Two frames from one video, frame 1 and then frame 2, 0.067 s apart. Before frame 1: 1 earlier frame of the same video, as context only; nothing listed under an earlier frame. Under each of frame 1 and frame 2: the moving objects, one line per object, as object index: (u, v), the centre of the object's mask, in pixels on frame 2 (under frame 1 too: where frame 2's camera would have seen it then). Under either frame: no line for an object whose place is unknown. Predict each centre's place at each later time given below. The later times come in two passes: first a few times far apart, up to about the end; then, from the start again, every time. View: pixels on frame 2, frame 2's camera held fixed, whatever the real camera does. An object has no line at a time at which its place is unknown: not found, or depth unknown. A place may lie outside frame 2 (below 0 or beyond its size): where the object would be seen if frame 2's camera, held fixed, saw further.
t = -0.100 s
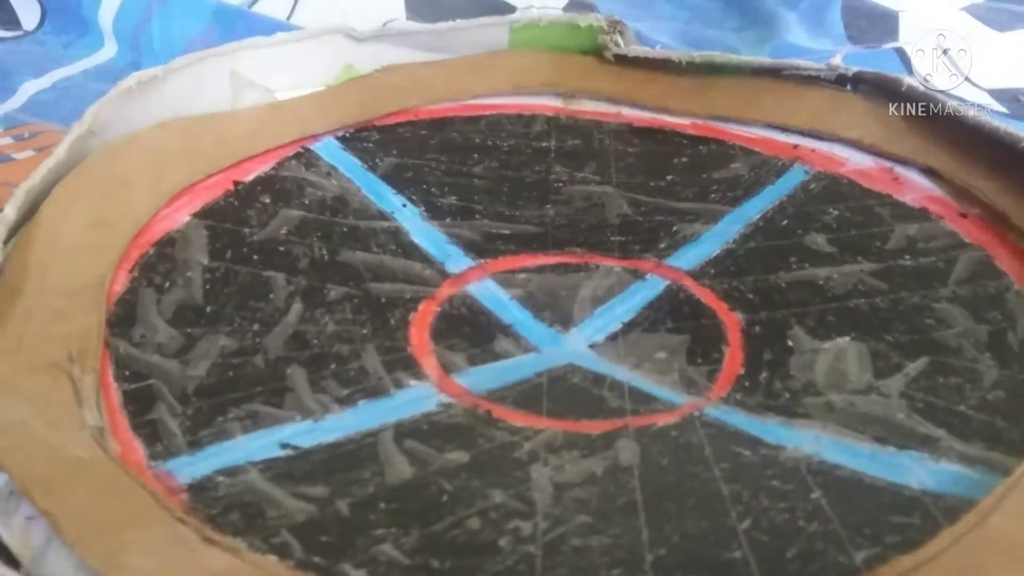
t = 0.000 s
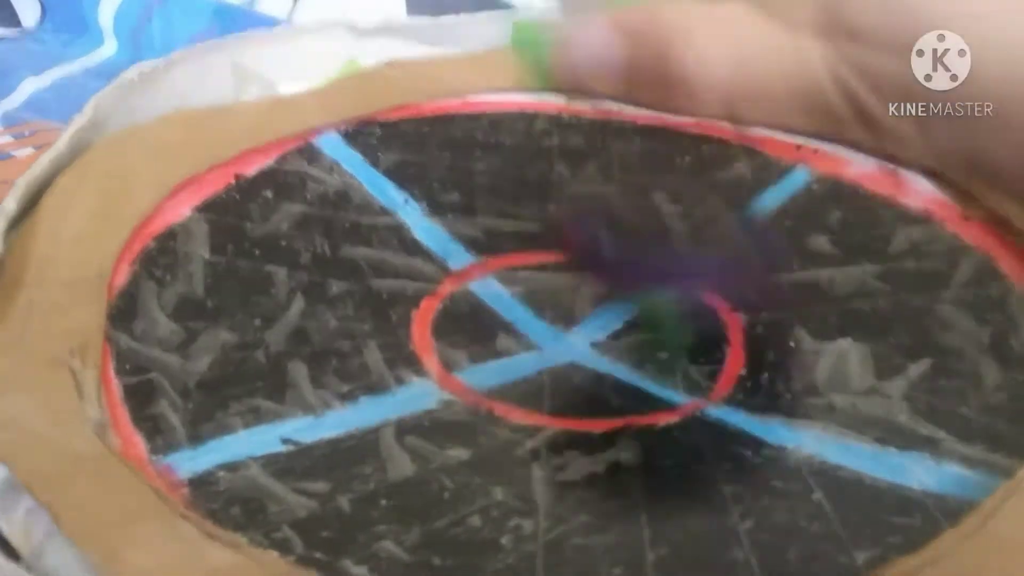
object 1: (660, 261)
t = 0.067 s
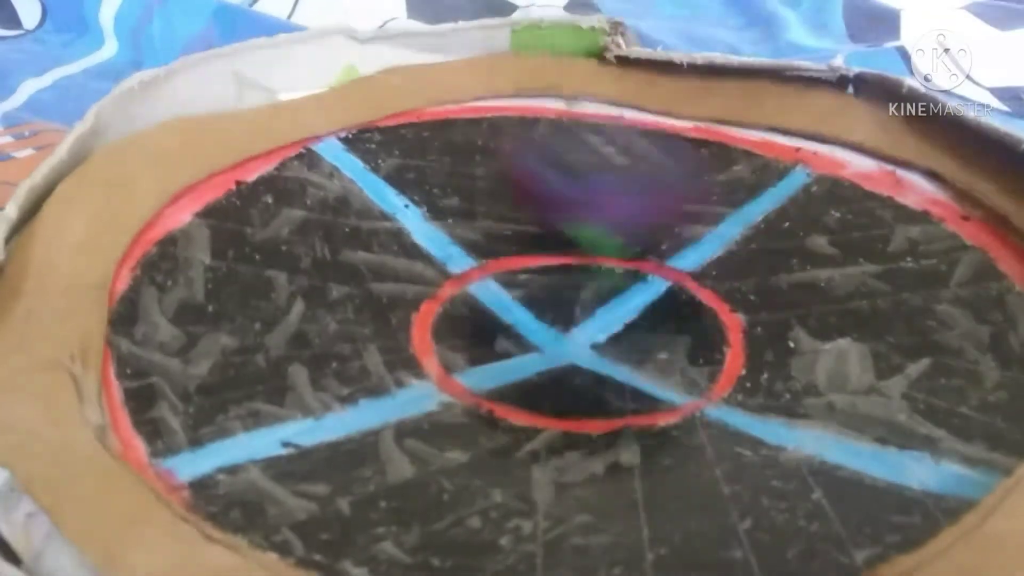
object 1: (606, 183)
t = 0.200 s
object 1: (417, 112)
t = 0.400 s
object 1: (217, 175)
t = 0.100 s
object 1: (560, 151)
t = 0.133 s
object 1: (514, 131)
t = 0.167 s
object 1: (465, 117)
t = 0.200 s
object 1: (417, 112)
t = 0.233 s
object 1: (375, 112)
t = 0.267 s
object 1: (333, 114)
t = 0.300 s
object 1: (296, 121)
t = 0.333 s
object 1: (264, 135)
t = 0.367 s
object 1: (236, 153)
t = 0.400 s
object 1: (217, 175)
